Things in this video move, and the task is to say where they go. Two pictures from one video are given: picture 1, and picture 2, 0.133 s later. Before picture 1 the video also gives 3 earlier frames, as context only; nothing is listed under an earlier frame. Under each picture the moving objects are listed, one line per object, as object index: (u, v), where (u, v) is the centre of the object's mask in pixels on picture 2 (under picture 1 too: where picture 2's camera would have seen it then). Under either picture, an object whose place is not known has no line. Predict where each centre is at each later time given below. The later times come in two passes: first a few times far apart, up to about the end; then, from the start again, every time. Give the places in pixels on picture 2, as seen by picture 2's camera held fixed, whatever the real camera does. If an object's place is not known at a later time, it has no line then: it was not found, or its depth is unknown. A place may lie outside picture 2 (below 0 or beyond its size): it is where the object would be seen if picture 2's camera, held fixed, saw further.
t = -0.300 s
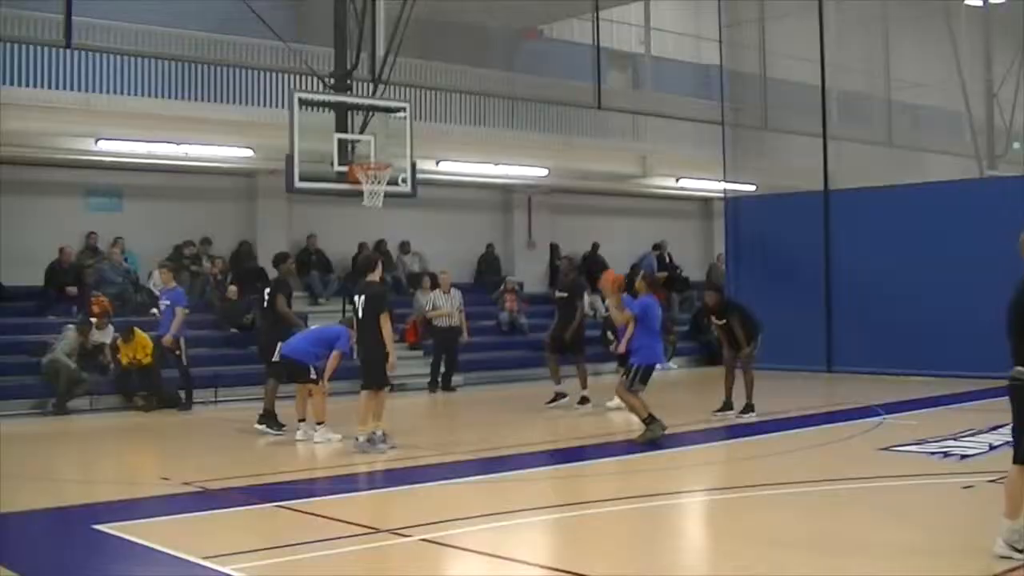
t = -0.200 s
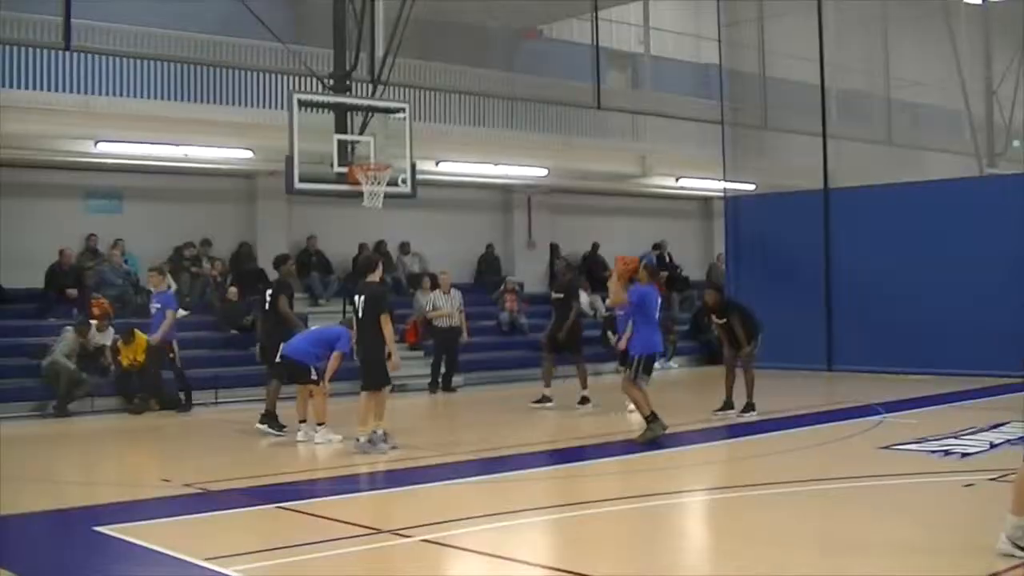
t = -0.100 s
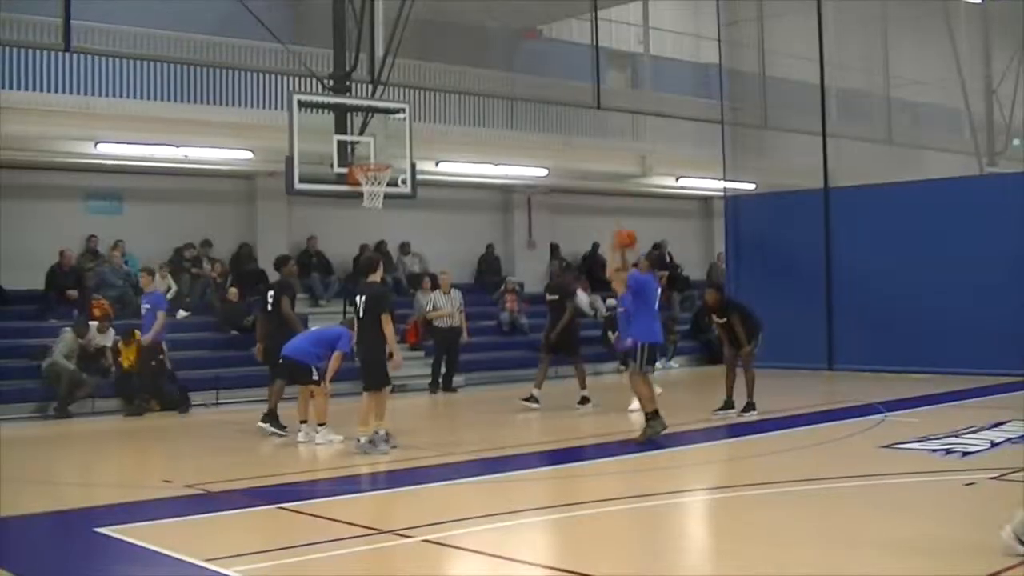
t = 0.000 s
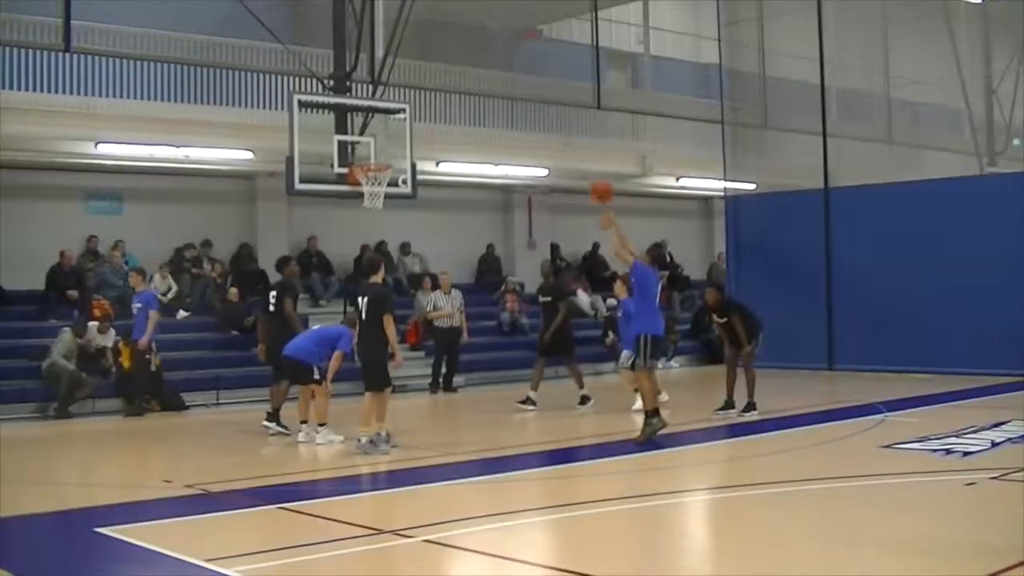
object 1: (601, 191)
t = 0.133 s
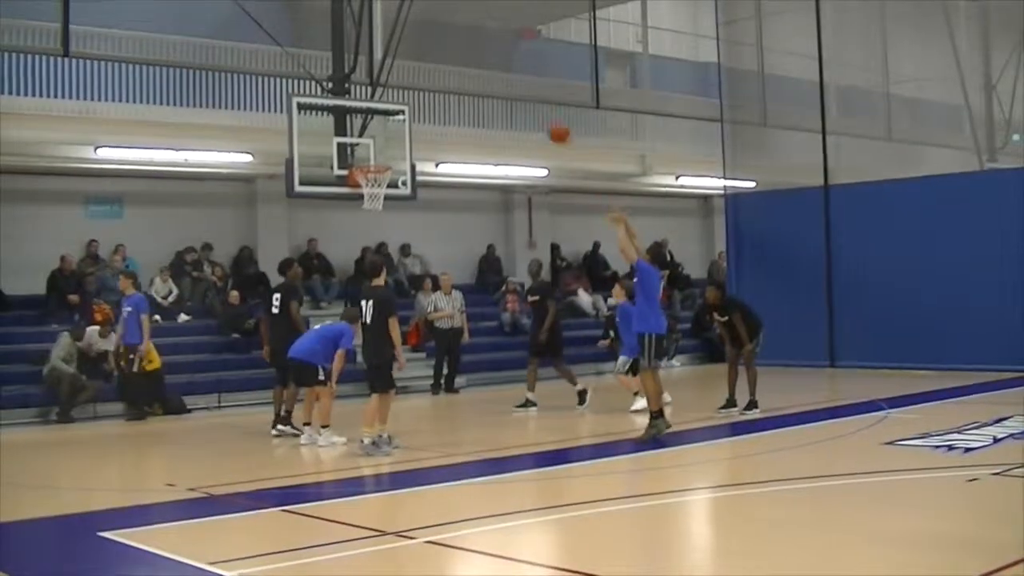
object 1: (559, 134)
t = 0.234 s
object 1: (529, 104)
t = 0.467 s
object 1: (468, 75)
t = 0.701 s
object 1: (415, 95)
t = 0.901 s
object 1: (375, 143)
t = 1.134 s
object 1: (409, 141)
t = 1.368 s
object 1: (479, 141)
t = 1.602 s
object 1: (553, 188)
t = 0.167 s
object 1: (549, 124)
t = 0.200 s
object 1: (539, 112)
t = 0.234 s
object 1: (529, 104)
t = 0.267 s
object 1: (520, 96)
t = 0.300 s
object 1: (511, 92)
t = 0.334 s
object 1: (501, 85)
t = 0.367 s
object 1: (493, 82)
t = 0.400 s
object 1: (484, 77)
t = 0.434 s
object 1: (478, 76)
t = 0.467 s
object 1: (468, 75)
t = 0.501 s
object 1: (460, 75)
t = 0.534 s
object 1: (454, 75)
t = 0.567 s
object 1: (445, 78)
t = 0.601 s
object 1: (437, 81)
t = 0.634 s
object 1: (430, 84)
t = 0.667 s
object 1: (423, 90)
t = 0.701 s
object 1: (415, 95)
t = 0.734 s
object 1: (408, 100)
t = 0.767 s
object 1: (401, 108)
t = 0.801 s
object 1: (394, 115)
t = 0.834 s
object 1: (388, 123)
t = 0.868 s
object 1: (381, 134)
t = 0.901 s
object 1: (375, 143)
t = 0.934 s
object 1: (368, 154)
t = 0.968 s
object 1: (363, 163)
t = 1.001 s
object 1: (371, 159)
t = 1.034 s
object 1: (381, 153)
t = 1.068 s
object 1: (390, 148)
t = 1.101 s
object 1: (399, 144)
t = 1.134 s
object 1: (409, 141)
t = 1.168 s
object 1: (420, 138)
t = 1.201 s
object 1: (429, 136)
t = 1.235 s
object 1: (439, 136)
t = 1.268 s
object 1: (448, 136)
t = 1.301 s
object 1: (459, 137)
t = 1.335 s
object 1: (469, 139)
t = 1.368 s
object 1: (479, 141)
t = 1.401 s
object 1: (490, 146)
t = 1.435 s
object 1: (500, 150)
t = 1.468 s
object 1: (511, 156)
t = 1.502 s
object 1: (522, 161)
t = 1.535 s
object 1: (532, 170)
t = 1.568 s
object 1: (544, 182)
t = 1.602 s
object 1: (553, 188)
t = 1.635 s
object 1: (566, 200)
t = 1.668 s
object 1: (576, 212)
